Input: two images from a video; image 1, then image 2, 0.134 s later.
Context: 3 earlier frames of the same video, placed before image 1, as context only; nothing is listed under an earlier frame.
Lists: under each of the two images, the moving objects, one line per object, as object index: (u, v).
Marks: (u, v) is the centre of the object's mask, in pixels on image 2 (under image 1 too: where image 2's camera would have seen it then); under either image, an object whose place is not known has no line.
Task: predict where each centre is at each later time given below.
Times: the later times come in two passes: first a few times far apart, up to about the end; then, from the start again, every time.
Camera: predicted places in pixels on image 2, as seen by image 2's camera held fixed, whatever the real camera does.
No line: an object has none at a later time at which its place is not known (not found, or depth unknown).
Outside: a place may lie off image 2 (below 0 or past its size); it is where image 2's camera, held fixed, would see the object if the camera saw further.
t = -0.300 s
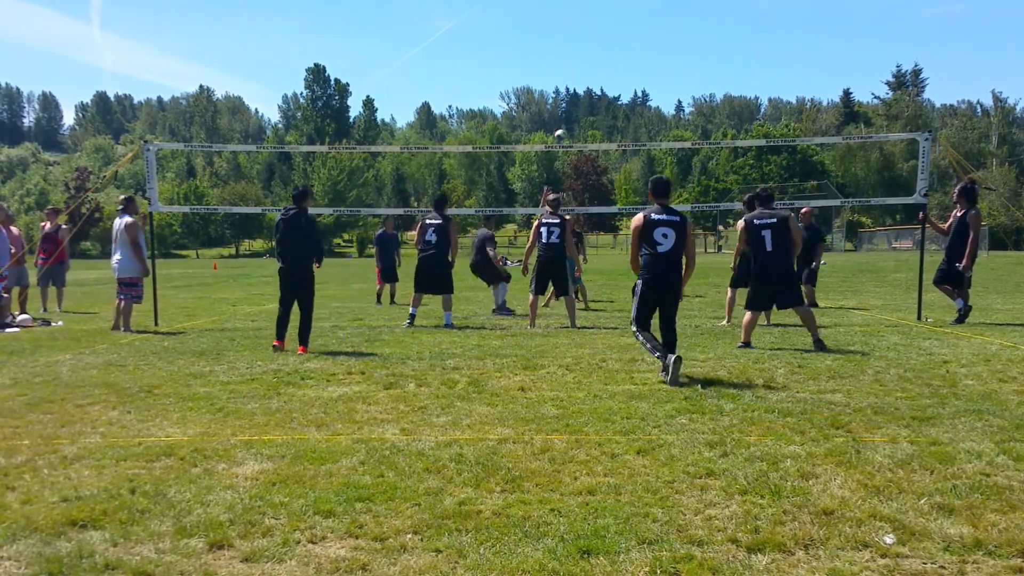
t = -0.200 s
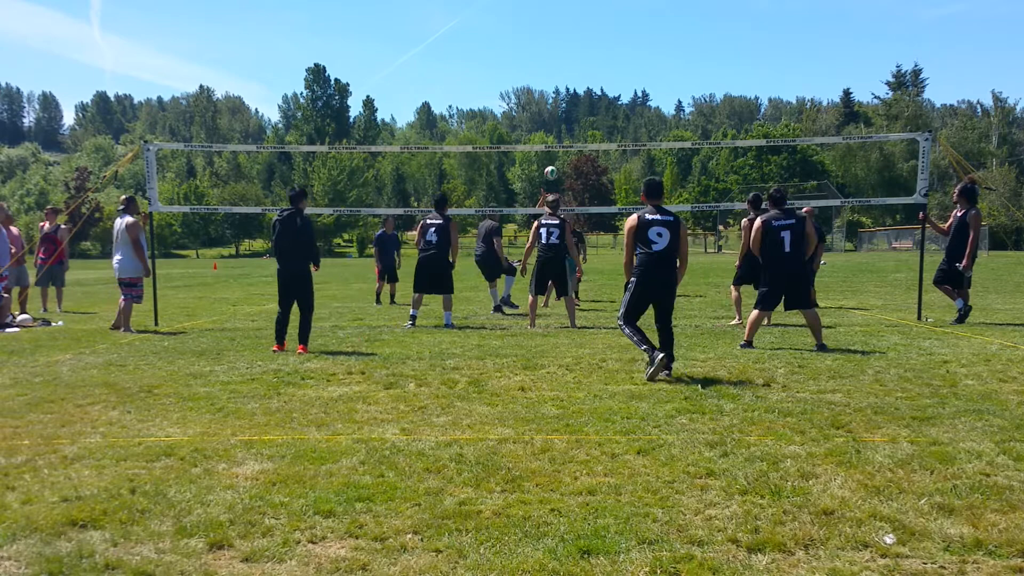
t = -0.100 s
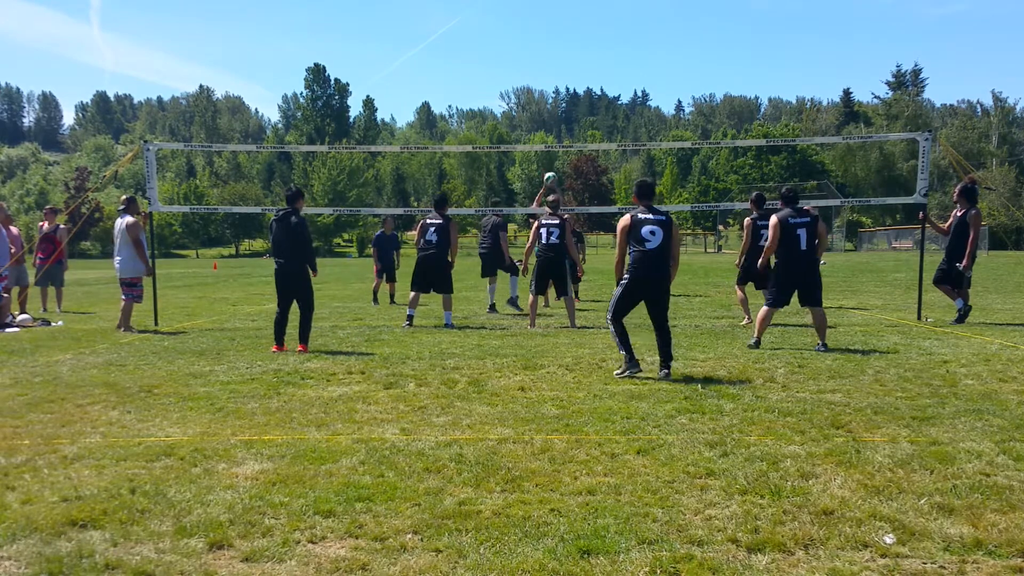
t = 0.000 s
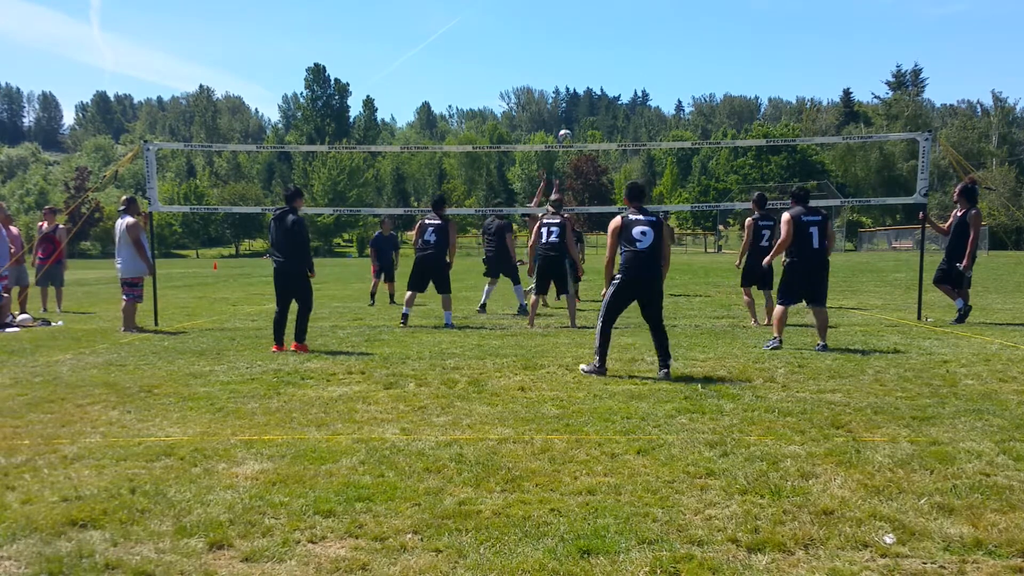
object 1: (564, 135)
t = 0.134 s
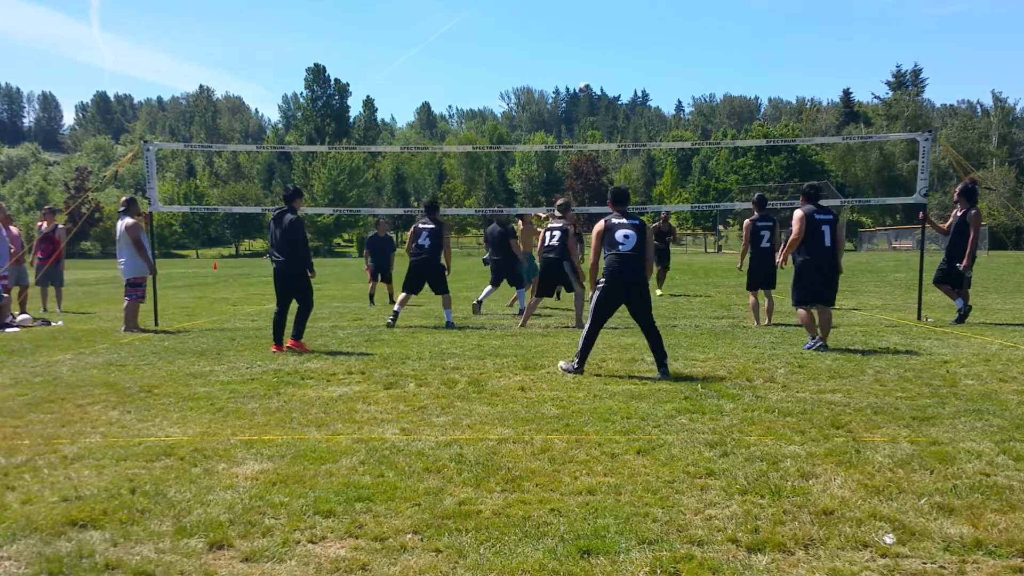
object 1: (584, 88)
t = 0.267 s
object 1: (603, 54)
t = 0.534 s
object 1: (637, 19)
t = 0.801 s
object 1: (667, 36)
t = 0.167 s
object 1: (589, 79)
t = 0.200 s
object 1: (594, 70)
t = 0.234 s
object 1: (598, 62)
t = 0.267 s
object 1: (603, 54)
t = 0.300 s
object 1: (607, 47)
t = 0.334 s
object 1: (612, 41)
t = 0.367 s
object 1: (616, 36)
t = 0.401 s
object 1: (621, 31)
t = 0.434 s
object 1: (625, 27)
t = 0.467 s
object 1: (629, 24)
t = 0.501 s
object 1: (633, 21)
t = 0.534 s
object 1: (637, 19)
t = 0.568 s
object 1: (641, 19)
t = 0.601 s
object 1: (645, 19)
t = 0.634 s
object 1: (649, 20)
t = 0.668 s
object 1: (653, 21)
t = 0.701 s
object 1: (656, 24)
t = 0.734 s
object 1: (660, 27)
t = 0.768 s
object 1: (664, 31)
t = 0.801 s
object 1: (667, 36)
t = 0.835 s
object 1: (671, 41)
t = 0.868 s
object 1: (675, 47)
